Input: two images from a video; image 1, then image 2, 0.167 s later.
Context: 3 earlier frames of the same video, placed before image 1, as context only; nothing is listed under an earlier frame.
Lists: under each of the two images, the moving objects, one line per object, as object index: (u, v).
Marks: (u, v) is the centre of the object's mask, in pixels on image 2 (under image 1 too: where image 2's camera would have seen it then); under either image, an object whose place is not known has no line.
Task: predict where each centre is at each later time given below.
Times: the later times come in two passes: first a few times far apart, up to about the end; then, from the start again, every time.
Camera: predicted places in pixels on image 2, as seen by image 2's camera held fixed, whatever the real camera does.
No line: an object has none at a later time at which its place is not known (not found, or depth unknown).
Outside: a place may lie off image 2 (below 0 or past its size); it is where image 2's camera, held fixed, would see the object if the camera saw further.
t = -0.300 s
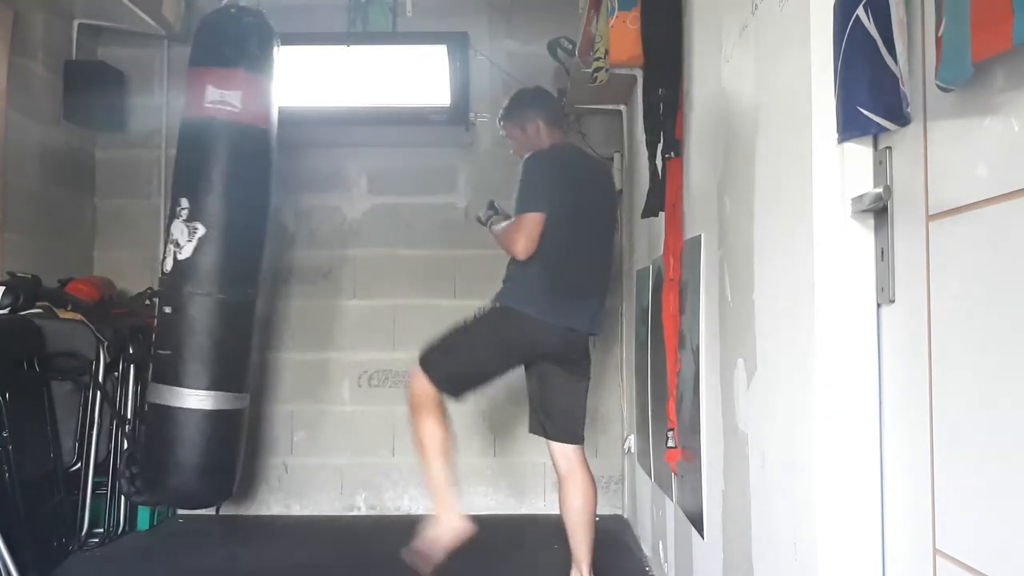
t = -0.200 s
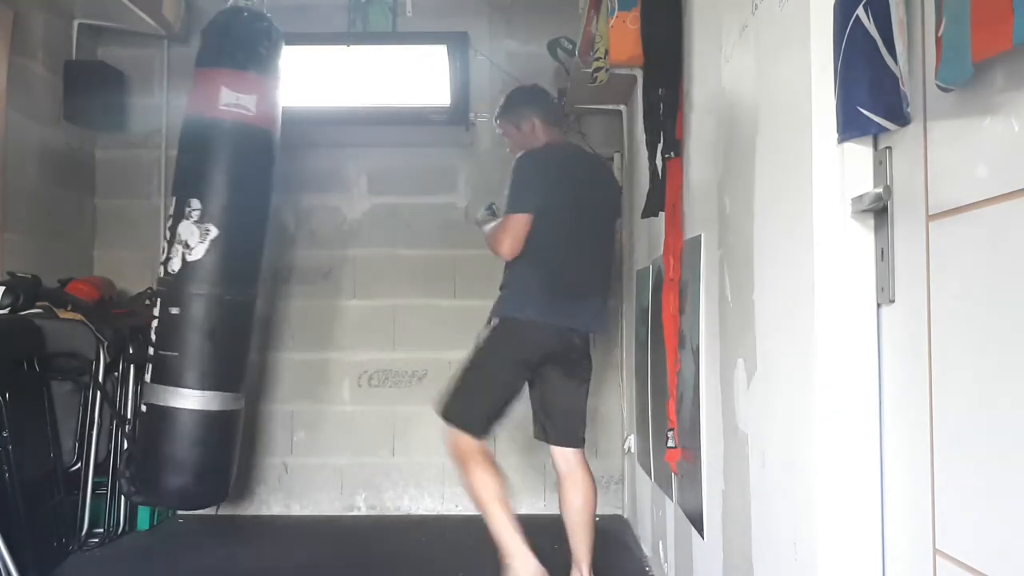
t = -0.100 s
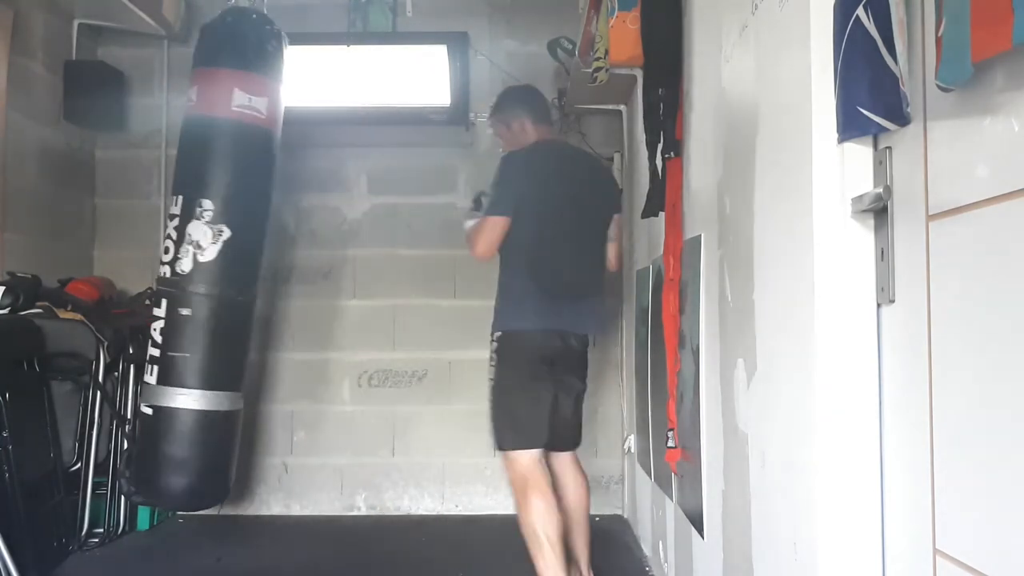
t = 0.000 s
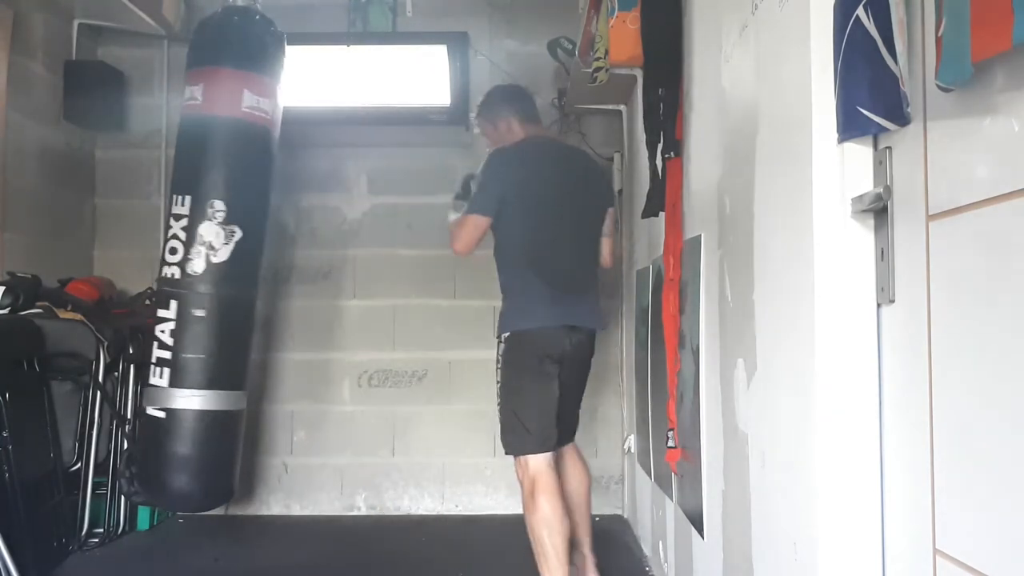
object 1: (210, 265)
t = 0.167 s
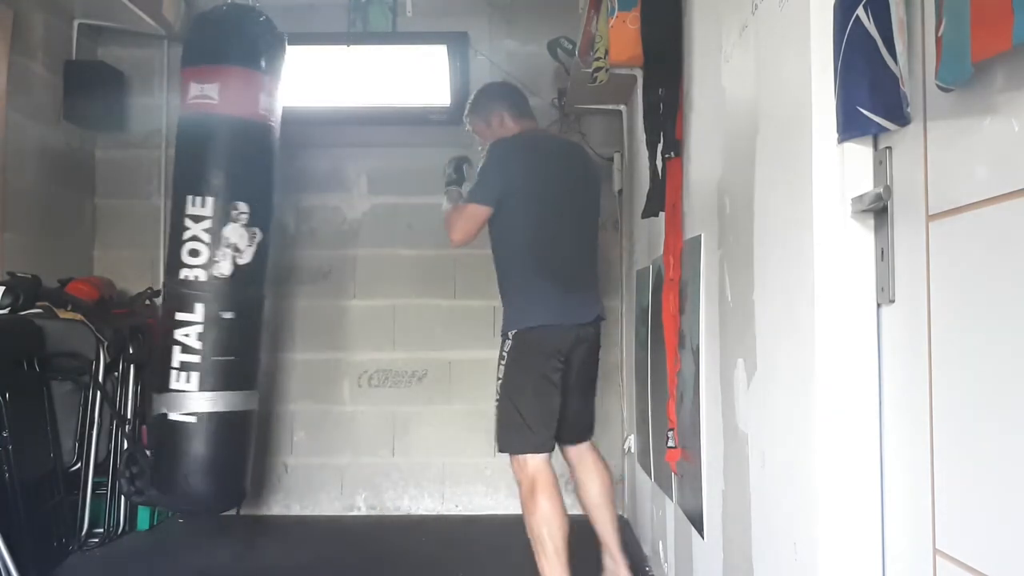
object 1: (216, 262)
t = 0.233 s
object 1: (221, 262)
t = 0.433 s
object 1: (241, 266)
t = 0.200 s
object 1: (218, 262)
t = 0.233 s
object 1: (221, 262)
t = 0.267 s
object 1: (224, 261)
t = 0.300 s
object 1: (227, 262)
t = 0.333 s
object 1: (230, 263)
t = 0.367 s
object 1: (233, 263)
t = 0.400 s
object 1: (237, 264)
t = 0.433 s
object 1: (241, 266)
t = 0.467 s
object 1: (244, 267)
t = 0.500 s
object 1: (247, 268)
